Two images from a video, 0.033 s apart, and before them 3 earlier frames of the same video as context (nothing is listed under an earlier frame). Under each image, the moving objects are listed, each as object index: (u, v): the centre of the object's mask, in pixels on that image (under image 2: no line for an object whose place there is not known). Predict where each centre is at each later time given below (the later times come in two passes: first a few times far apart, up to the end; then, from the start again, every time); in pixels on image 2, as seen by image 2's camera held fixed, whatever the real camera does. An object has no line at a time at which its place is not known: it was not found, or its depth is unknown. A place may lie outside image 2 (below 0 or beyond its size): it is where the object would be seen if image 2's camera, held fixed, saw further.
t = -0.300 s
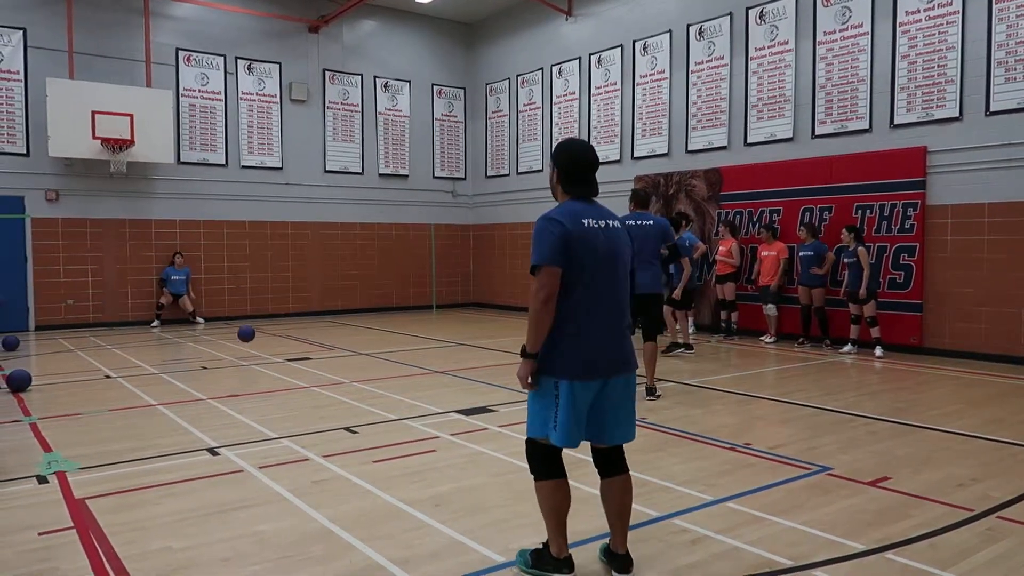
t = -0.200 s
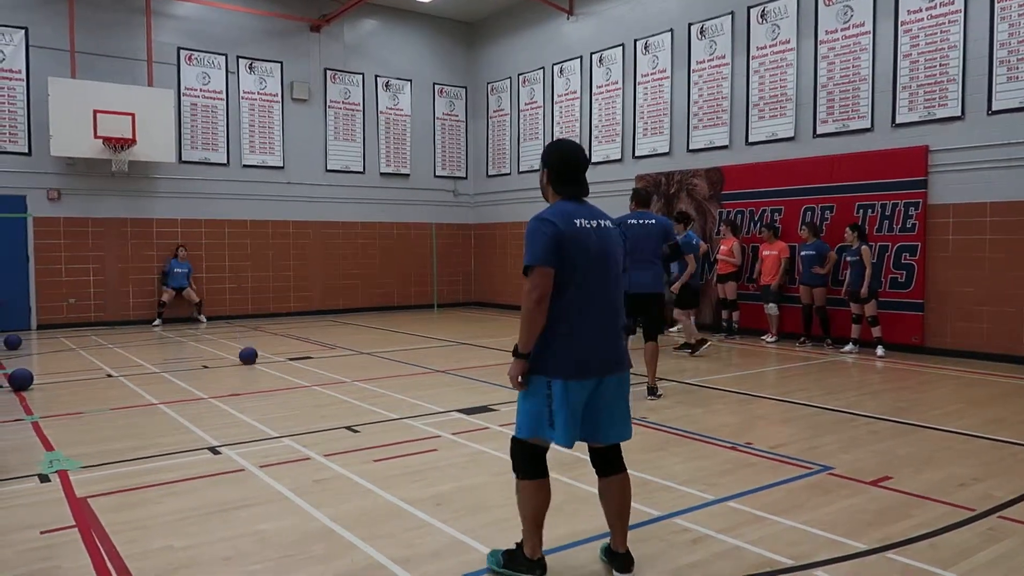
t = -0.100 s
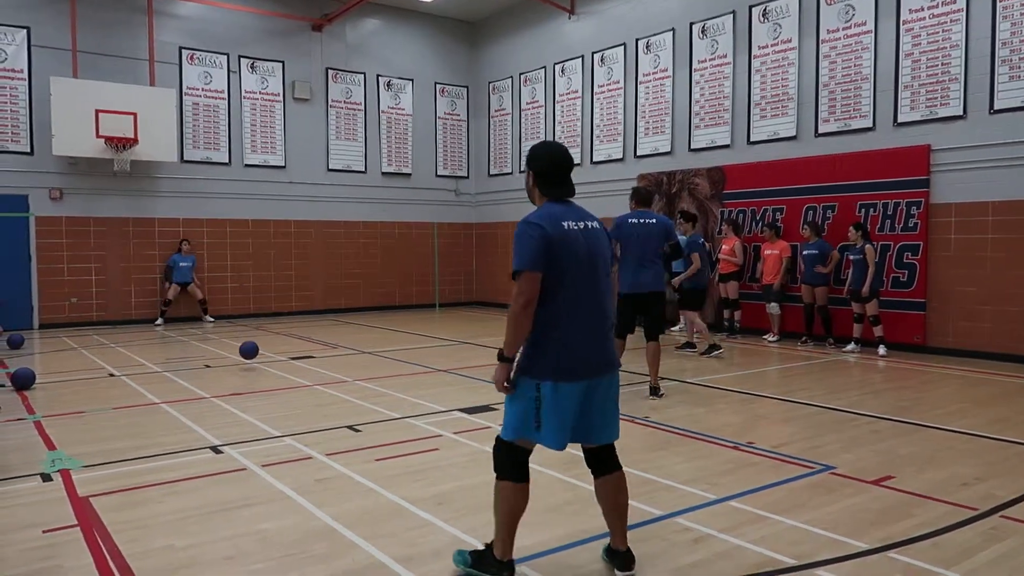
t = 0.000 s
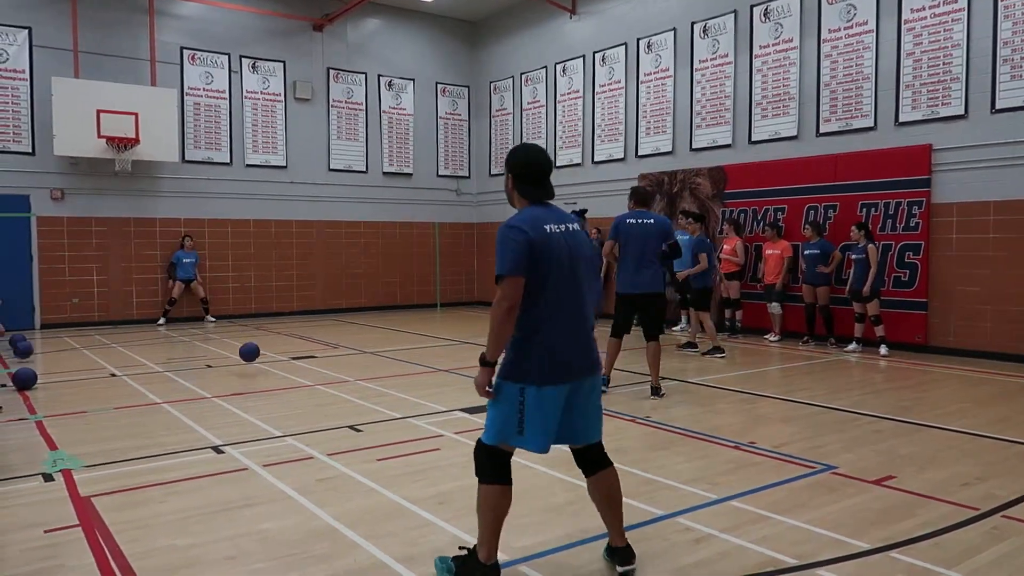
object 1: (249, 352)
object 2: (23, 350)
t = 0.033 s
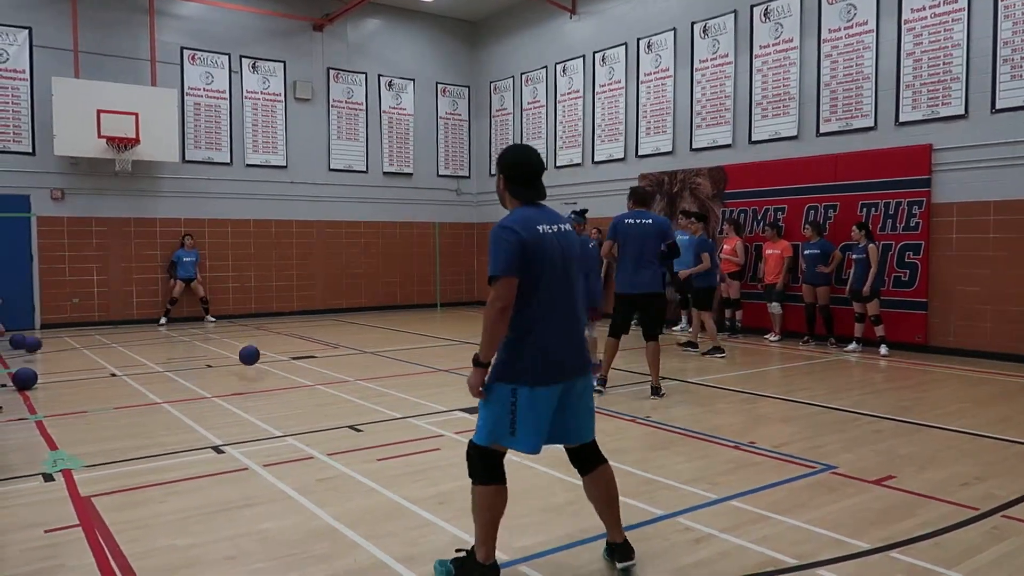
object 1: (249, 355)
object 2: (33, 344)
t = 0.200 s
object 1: (248, 376)
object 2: (73, 331)
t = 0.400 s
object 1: (244, 394)
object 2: (121, 343)
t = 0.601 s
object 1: (240, 415)
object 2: (161, 334)
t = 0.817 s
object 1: (236, 447)
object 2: (200, 336)
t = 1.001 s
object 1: (232, 480)
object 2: (231, 336)
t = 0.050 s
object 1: (249, 357)
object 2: (36, 342)
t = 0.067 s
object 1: (249, 359)
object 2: (41, 340)
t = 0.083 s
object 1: (249, 362)
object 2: (45, 339)
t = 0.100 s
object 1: (249, 365)
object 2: (49, 336)
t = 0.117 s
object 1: (249, 368)
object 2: (53, 334)
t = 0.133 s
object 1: (249, 372)
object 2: (57, 333)
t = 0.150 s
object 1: (248, 377)
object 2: (61, 332)
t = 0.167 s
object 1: (248, 378)
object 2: (65, 332)
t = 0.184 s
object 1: (248, 377)
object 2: (69, 332)
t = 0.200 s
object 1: (248, 376)
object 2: (73, 331)
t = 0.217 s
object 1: (247, 376)
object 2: (78, 331)
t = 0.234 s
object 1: (247, 376)
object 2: (81, 331)
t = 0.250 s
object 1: (247, 376)
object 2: (85, 331)
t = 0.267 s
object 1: (246, 377)
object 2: (89, 331)
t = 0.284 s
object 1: (246, 378)
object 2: (93, 332)
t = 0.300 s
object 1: (246, 379)
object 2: (97, 333)
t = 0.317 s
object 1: (245, 380)
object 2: (101, 334)
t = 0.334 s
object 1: (245, 382)
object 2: (105, 336)
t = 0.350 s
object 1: (245, 385)
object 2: (109, 338)
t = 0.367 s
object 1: (245, 387)
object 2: (113, 340)
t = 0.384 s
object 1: (244, 391)
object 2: (117, 342)
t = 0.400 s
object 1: (244, 394)
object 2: (121, 343)
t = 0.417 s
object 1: (244, 398)
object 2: (124, 346)
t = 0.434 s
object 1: (243, 402)
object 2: (128, 345)
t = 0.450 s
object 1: (243, 402)
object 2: (131, 343)
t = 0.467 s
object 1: (243, 402)
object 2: (134, 341)
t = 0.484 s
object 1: (243, 402)
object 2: (138, 339)
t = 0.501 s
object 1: (242, 403)
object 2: (141, 338)
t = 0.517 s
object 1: (242, 403)
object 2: (144, 337)
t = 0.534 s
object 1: (241, 405)
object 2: (148, 336)
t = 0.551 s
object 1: (241, 407)
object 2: (151, 336)
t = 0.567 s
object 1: (240, 408)
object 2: (154, 335)
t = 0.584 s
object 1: (240, 411)
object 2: (157, 334)
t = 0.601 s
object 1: (240, 415)
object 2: (161, 334)
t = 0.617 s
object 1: (240, 418)
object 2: (164, 334)
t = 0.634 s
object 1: (240, 423)
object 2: (167, 334)
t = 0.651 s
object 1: (239, 426)
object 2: (170, 335)
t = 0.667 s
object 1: (239, 426)
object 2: (174, 336)
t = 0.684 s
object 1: (238, 427)
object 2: (177, 337)
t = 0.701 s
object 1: (238, 428)
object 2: (180, 338)
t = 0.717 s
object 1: (238, 430)
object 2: (183, 340)
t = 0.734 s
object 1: (238, 432)
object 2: (186, 340)
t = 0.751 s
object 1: (237, 435)
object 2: (189, 339)
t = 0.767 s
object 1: (237, 438)
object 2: (192, 338)
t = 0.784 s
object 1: (236, 442)
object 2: (195, 337)
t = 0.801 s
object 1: (236, 446)
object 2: (198, 336)
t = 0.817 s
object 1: (236, 447)
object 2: (200, 336)
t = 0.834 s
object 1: (236, 449)
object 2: (203, 335)
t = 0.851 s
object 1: (235, 451)
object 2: (206, 335)
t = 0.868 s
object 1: (235, 454)
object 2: (209, 335)
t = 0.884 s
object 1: (235, 457)
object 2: (212, 335)
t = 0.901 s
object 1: (234, 462)
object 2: (214, 335)
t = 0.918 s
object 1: (234, 464)
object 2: (217, 336)
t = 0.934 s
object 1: (234, 467)
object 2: (220, 336)
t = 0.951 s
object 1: (233, 469)
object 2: (223, 337)
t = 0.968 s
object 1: (233, 472)
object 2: (226, 337)
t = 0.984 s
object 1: (233, 476)
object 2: (228, 336)
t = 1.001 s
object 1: (232, 480)
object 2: (231, 336)
